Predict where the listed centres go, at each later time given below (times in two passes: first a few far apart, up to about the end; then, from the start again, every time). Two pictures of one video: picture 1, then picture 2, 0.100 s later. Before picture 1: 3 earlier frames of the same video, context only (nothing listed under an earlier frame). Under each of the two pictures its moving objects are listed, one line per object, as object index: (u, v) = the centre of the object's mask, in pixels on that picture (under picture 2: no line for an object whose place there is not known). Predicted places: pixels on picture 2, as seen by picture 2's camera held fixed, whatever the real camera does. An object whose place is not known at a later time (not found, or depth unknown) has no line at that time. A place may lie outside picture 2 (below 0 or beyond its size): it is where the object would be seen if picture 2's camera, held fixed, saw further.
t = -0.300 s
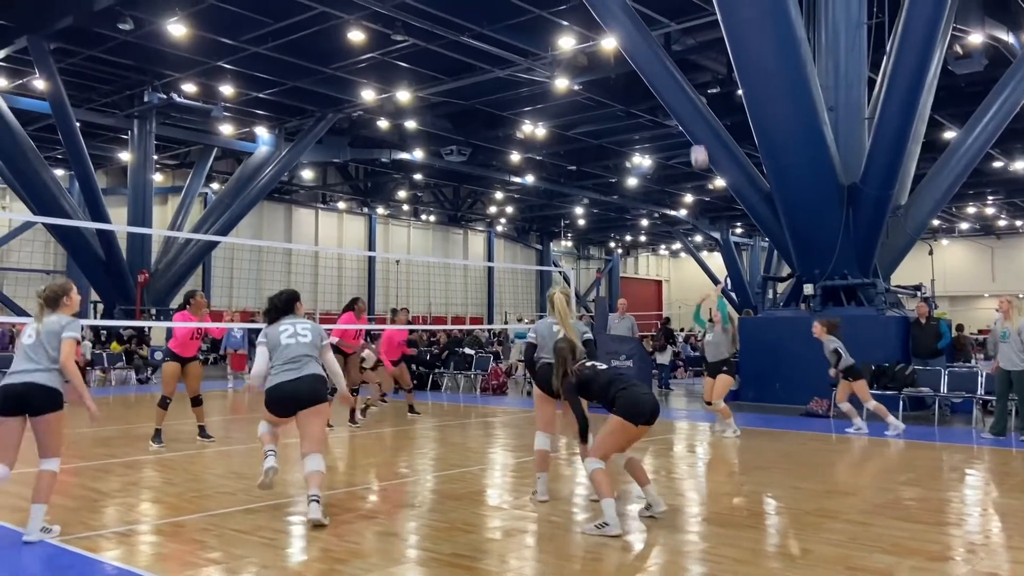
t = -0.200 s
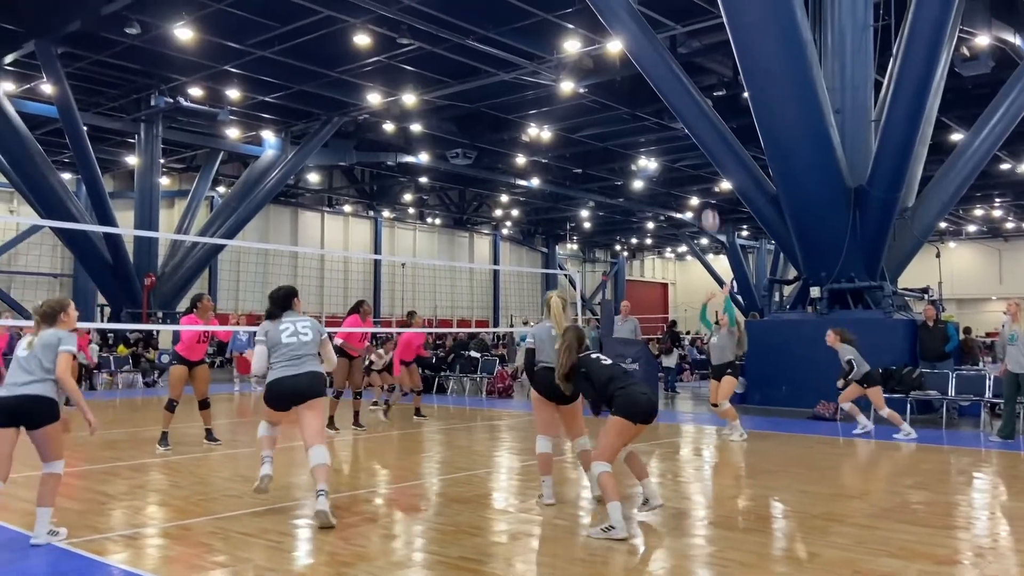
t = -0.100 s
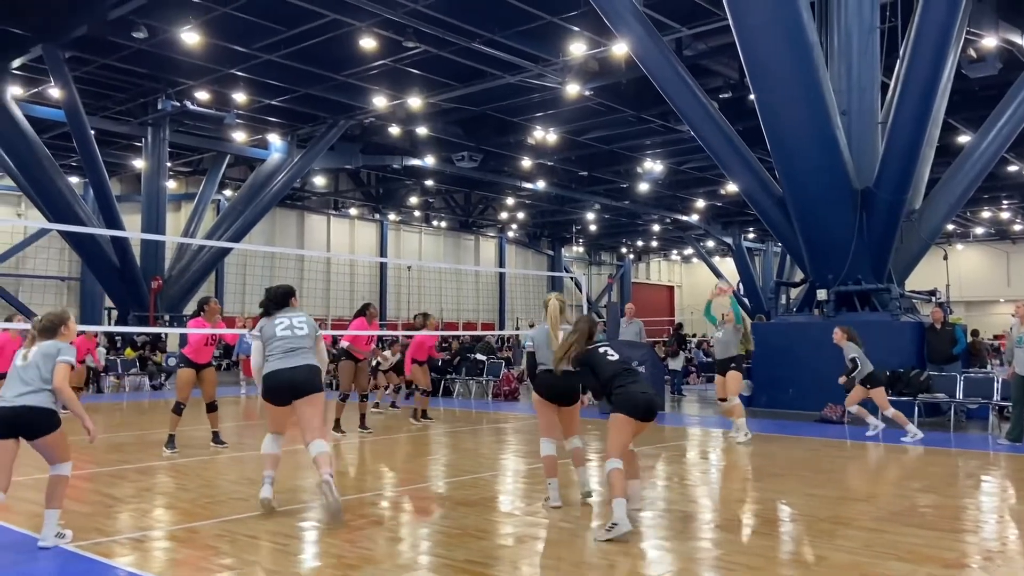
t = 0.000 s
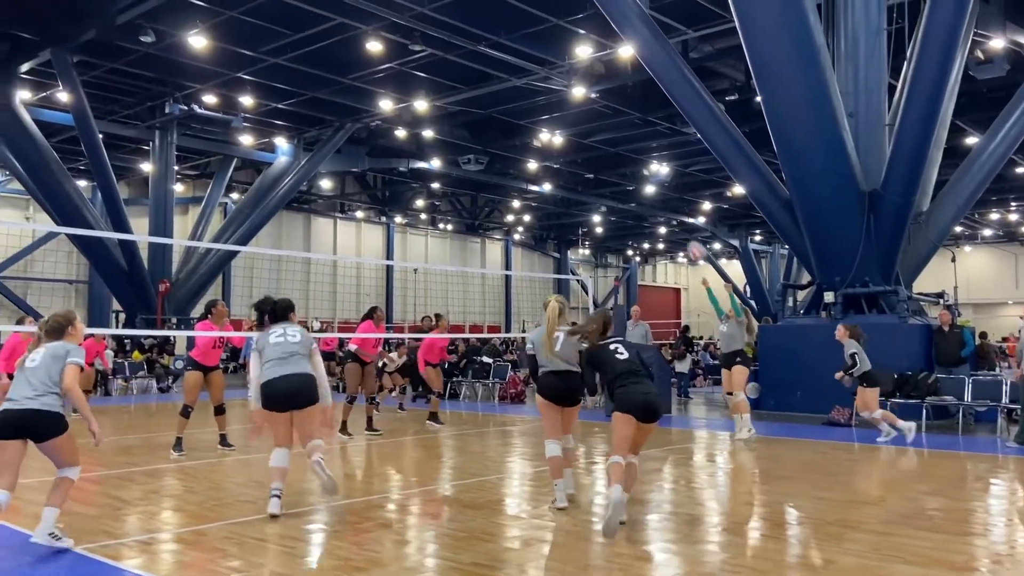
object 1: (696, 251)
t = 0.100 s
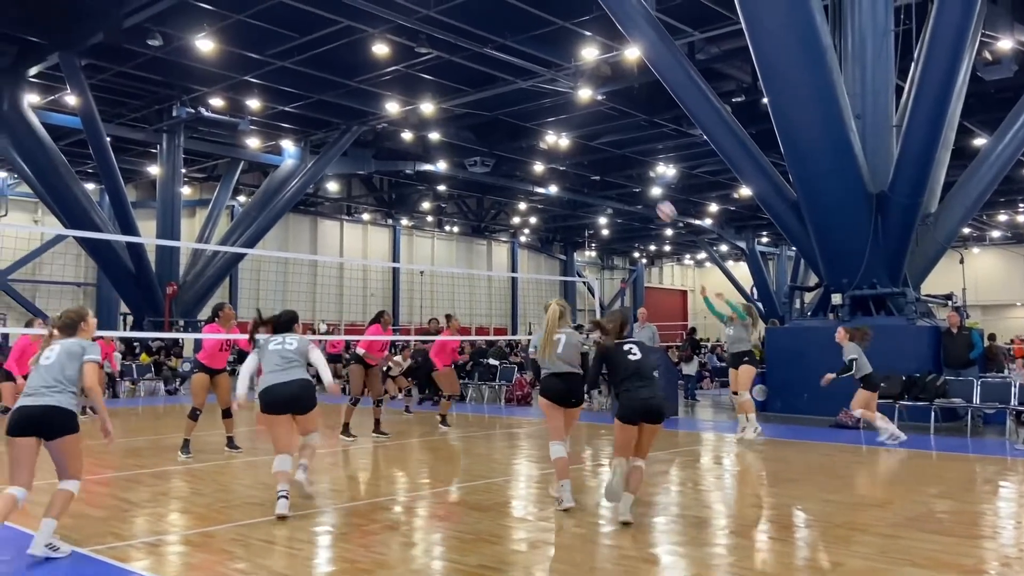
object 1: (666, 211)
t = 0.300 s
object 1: (592, 149)
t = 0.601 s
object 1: (476, 116)
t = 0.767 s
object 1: (408, 129)
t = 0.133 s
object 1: (654, 199)
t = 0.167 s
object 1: (642, 187)
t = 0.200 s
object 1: (630, 177)
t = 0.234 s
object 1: (617, 167)
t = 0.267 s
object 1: (604, 157)
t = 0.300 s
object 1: (592, 149)
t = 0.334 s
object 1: (580, 142)
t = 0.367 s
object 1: (567, 134)
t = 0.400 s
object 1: (554, 129)
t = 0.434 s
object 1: (540, 125)
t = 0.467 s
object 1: (528, 121)
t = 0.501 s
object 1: (515, 118)
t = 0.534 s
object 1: (502, 117)
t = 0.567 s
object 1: (489, 116)
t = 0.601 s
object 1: (476, 116)
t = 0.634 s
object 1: (463, 116)
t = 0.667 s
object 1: (449, 118)
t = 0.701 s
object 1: (435, 121)
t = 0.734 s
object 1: (422, 125)
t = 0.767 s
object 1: (408, 129)
